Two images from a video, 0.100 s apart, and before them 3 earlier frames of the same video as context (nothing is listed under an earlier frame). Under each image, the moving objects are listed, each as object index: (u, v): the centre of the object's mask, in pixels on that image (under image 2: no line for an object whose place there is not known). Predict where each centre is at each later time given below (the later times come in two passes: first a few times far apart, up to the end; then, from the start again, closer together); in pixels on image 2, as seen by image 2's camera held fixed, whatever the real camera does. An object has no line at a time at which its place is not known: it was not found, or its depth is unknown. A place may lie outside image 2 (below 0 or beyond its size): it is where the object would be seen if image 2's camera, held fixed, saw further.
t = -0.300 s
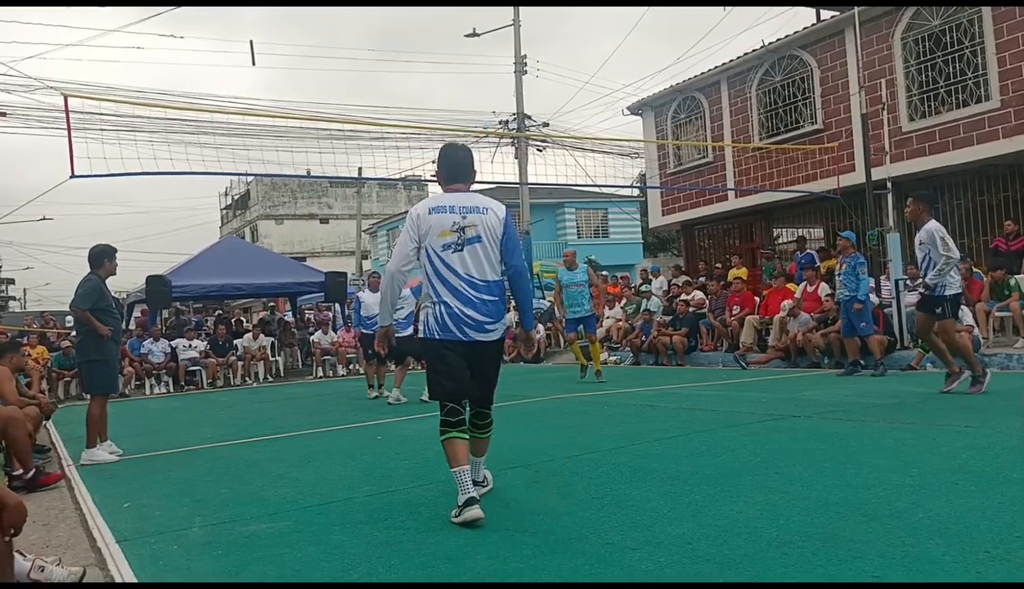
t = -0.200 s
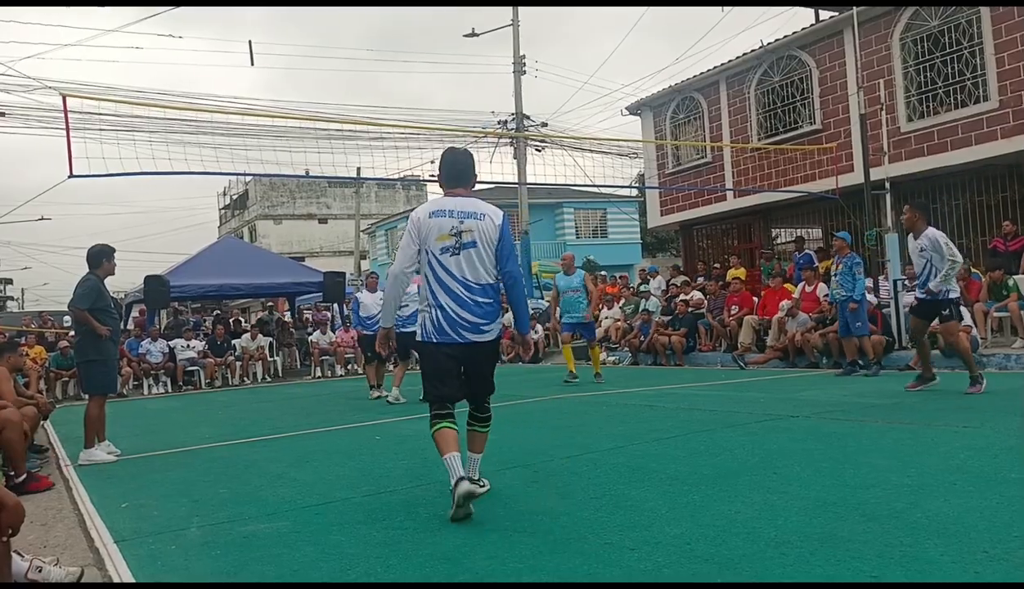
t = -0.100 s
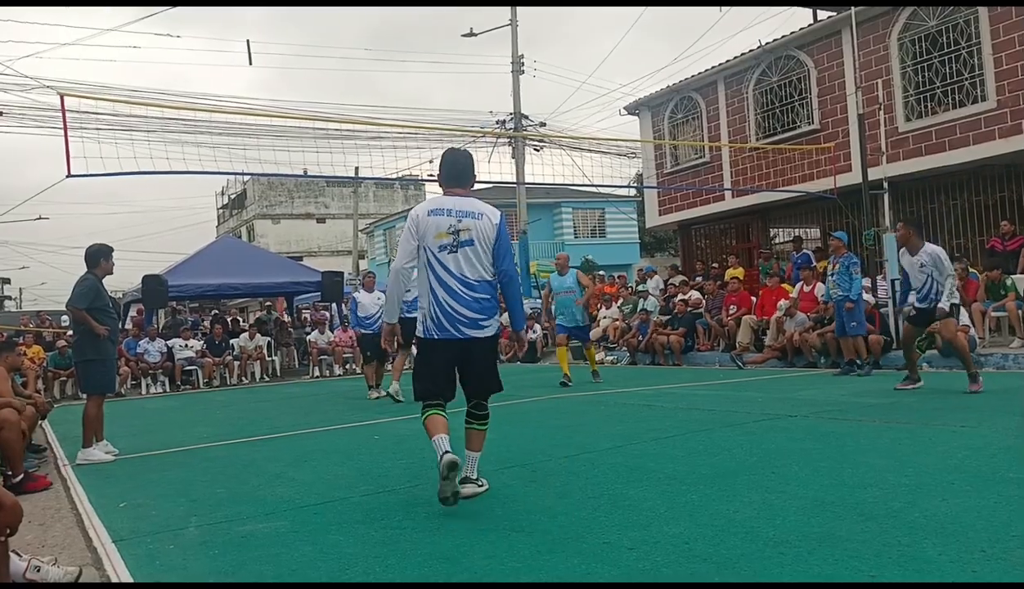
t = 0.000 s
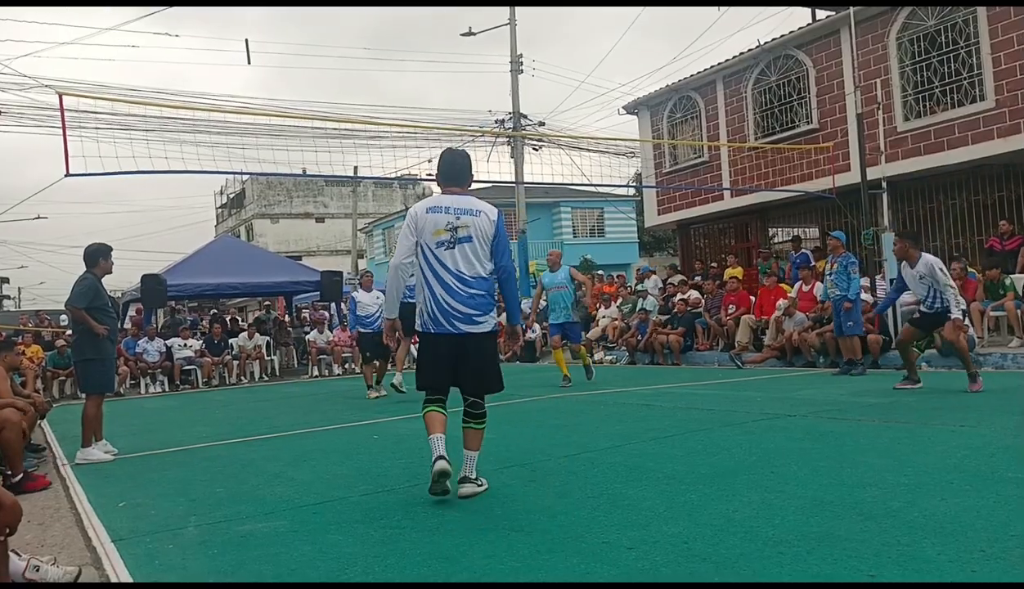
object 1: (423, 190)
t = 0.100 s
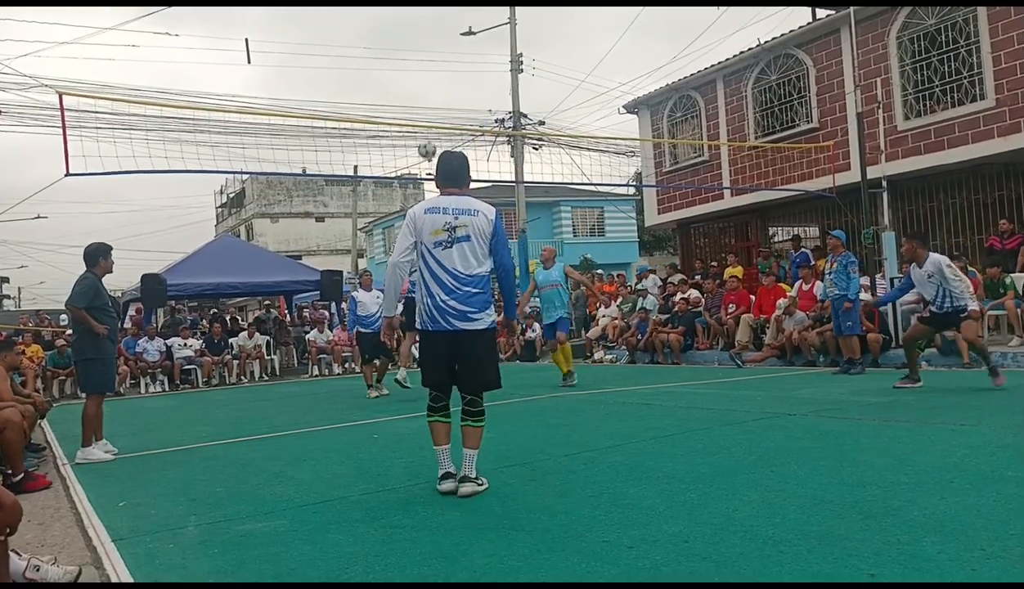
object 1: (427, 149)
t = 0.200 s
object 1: (431, 114)
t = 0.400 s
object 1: (441, 71)
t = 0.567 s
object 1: (452, 61)
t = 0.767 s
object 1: (467, 80)
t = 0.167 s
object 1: (429, 125)
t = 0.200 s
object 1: (431, 114)
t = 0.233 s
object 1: (432, 105)
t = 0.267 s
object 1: (434, 95)
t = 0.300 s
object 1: (436, 88)
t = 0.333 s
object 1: (437, 82)
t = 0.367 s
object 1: (439, 76)
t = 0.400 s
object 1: (441, 71)
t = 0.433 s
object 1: (443, 67)
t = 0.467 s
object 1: (445, 64)
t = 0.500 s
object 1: (447, 62)
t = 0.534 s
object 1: (450, 61)
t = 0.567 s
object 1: (452, 61)
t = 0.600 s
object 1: (454, 62)
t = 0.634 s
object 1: (456, 63)
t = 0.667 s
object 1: (459, 66)
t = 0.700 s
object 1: (462, 70)
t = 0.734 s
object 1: (464, 75)
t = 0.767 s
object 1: (467, 80)
